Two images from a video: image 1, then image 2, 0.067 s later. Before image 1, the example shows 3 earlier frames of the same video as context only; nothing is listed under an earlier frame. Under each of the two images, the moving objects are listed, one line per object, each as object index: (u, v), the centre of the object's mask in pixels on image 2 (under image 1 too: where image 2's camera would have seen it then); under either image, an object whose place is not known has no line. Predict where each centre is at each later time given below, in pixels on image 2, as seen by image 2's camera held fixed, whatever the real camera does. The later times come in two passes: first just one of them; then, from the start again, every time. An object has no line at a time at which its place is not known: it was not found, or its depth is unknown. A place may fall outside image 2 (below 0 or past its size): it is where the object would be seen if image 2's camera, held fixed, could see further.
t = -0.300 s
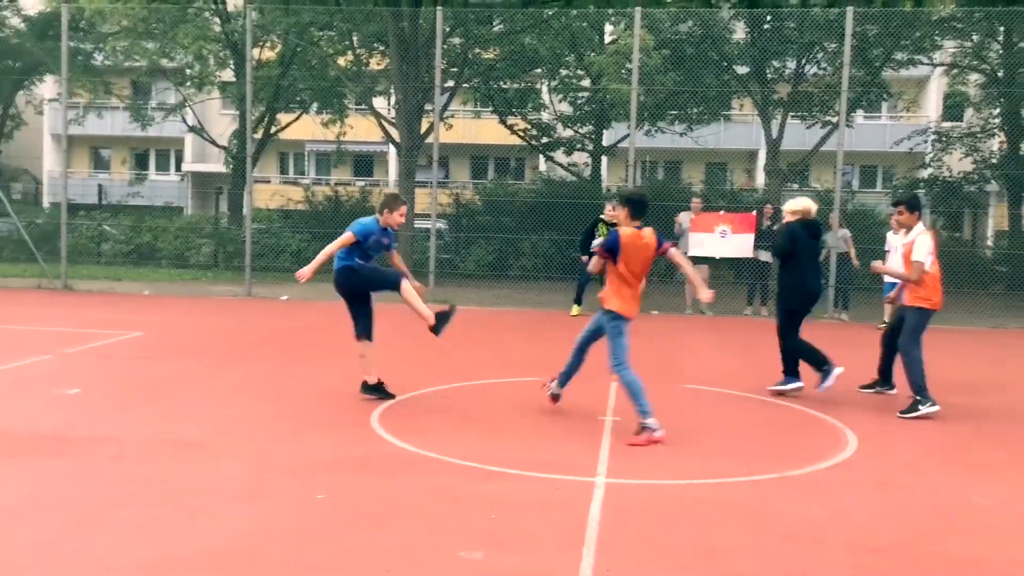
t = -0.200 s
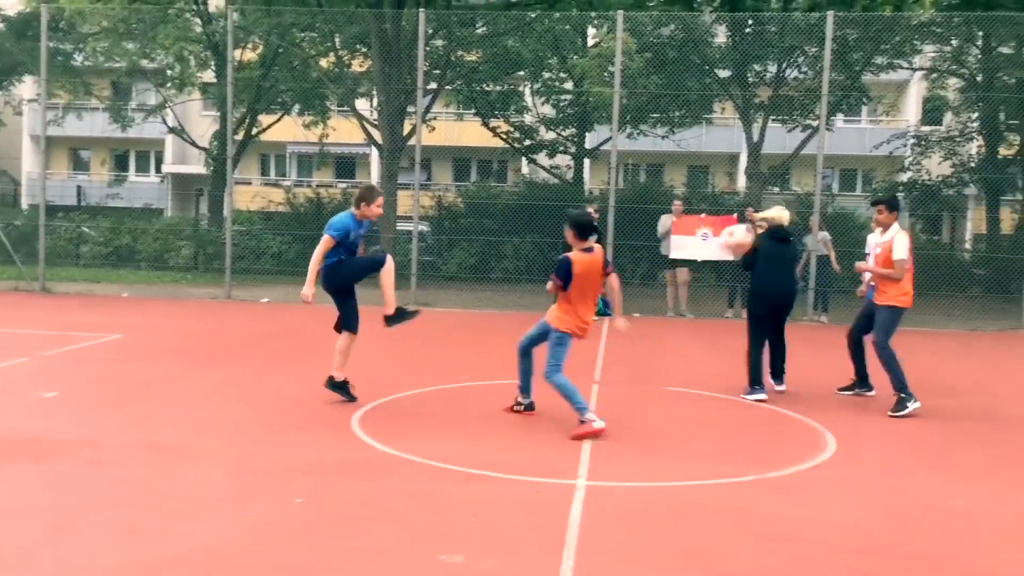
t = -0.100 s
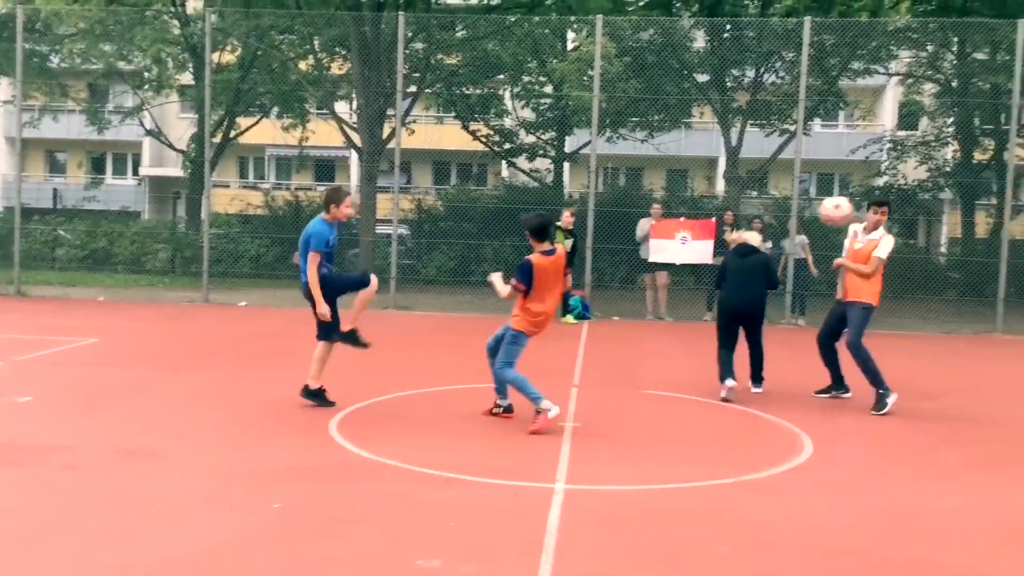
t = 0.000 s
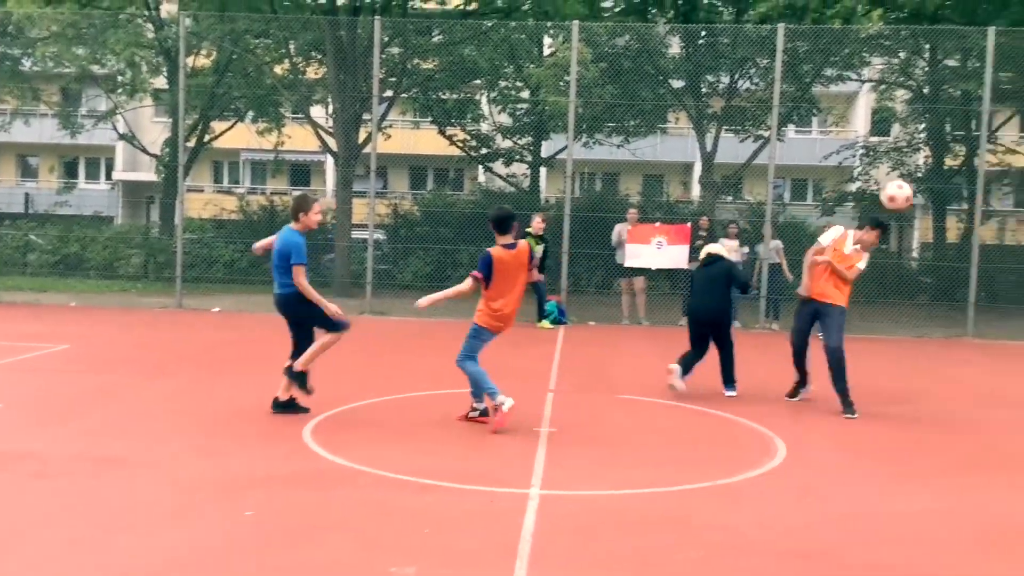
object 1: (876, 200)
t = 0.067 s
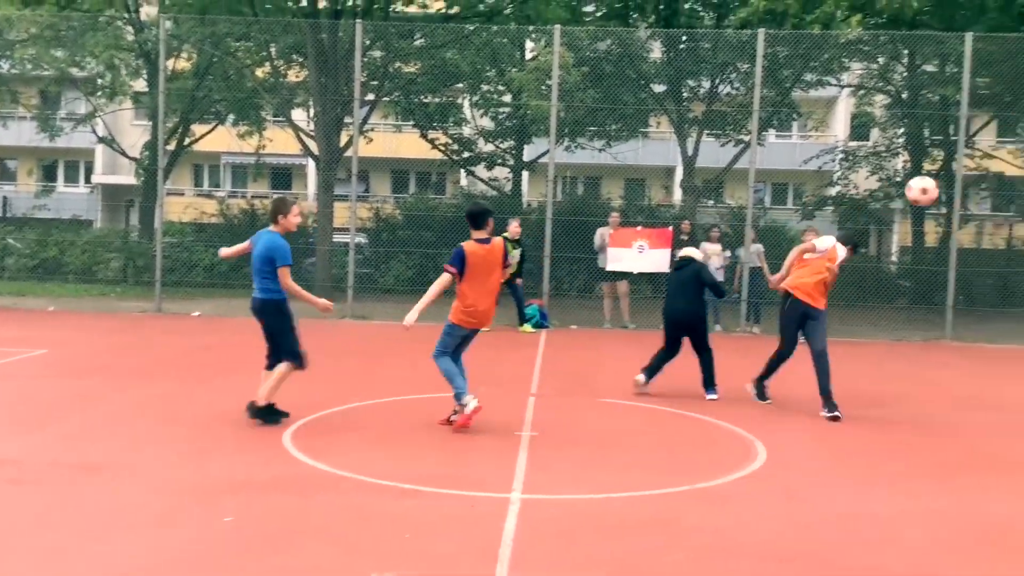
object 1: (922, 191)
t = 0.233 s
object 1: (1038, 195)
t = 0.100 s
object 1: (945, 189)
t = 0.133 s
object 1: (968, 188)
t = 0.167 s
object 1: (991, 189)
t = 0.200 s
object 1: (1014, 191)
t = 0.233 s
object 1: (1038, 195)
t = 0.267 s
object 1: (1063, 200)
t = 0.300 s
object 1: (1086, 207)
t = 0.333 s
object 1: (1110, 215)
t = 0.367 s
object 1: (1134, 225)
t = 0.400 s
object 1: (1158, 237)
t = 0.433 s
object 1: (1182, 251)
